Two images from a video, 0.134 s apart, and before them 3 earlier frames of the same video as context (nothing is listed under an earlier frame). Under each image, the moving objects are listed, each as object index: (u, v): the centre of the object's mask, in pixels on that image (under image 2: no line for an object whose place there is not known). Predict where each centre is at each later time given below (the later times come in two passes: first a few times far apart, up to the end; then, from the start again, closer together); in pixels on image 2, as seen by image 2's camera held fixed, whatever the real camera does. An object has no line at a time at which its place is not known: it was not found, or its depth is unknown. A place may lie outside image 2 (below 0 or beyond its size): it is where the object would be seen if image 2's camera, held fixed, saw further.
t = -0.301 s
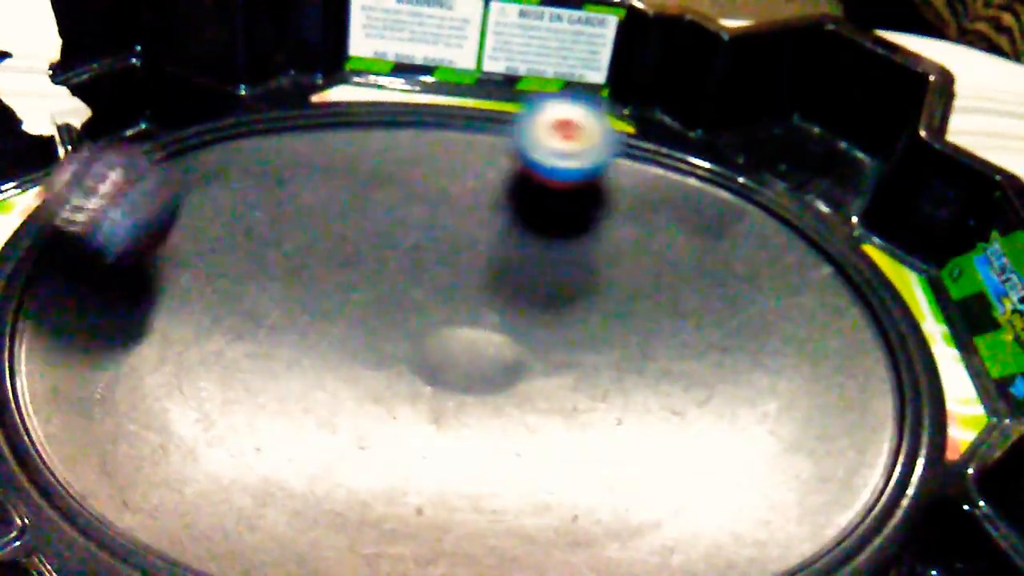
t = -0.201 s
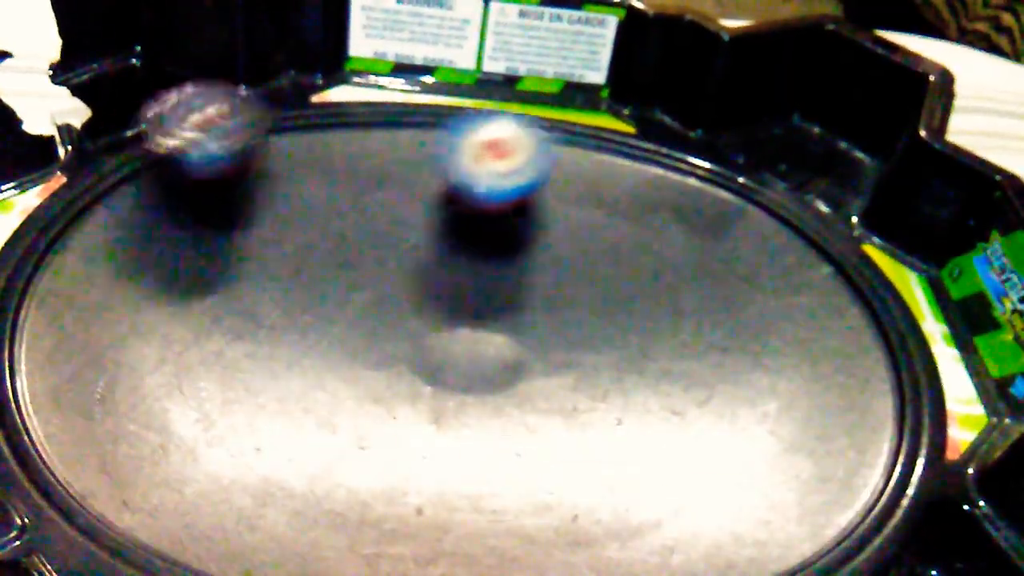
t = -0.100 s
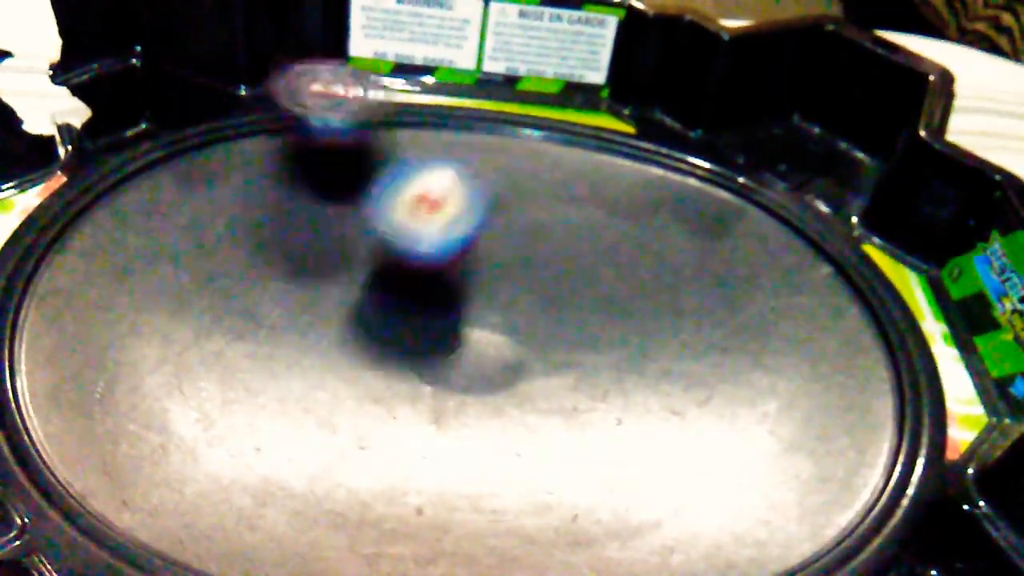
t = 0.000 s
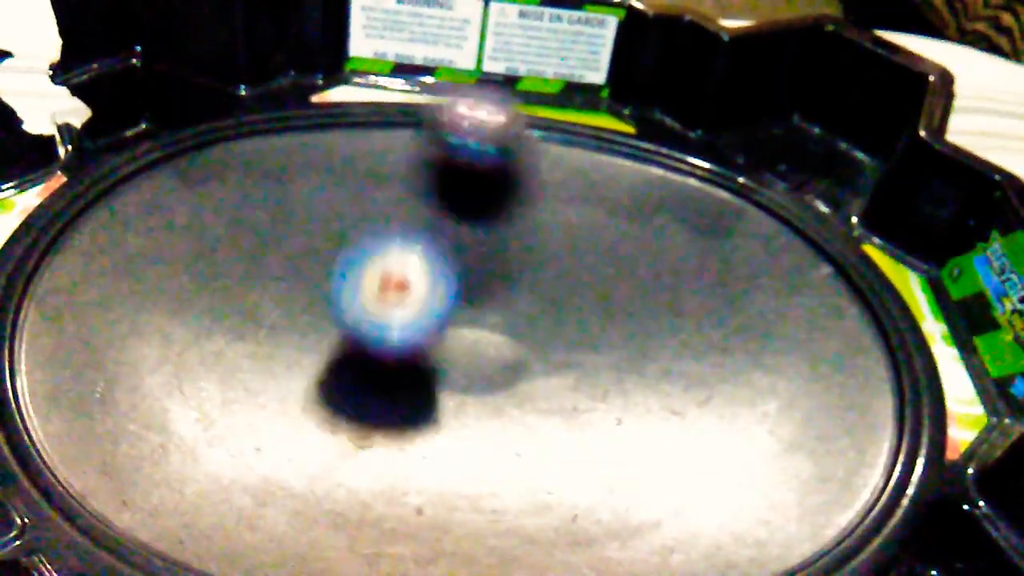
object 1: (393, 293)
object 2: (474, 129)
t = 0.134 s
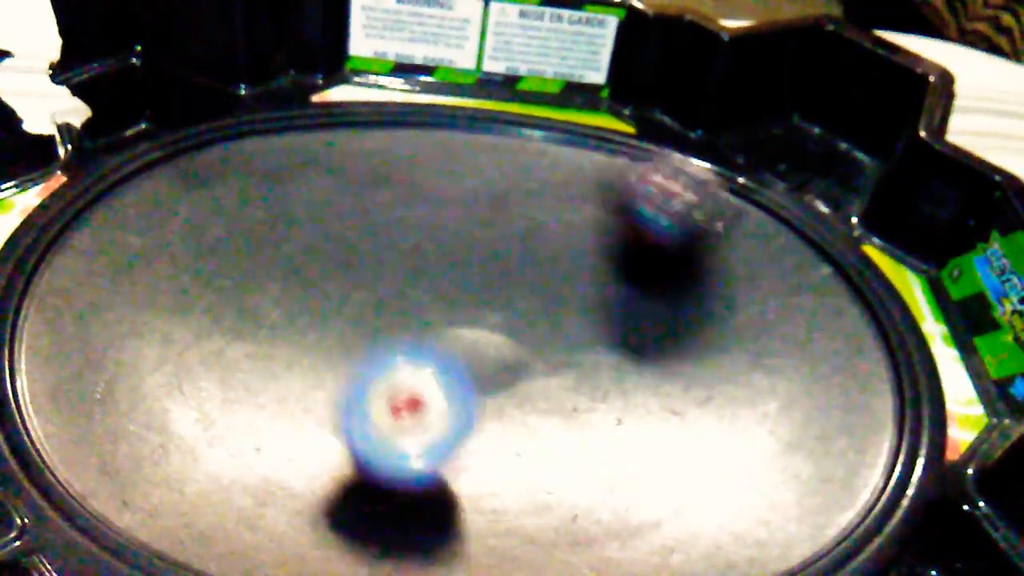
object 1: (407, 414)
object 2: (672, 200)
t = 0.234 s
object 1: (456, 486)
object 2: (777, 286)
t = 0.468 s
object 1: (596, 468)
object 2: (738, 535)
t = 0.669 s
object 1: (521, 292)
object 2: (448, 542)
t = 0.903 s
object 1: (415, 243)
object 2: (225, 357)
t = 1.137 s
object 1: (471, 343)
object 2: (178, 148)
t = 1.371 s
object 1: (613, 410)
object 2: (346, 137)
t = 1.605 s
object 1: (663, 325)
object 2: (541, 267)
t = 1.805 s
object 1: (786, 326)
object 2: (399, 308)
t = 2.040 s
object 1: (673, 300)
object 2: (283, 324)
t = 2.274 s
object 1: (450, 368)
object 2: (267, 344)
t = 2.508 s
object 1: (413, 488)
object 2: (256, 334)
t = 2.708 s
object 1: (502, 475)
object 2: (327, 349)
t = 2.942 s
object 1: (584, 402)
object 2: (392, 384)
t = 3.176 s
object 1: (575, 339)
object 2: (382, 350)
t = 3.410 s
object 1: (647, 263)
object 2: (193, 330)
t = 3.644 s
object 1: (558, 239)
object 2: (163, 290)
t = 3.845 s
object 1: (436, 296)
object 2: (292, 296)
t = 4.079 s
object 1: (779, 344)
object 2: (138, 304)
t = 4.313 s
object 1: (831, 296)
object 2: (200, 338)
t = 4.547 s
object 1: (715, 281)
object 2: (342, 392)
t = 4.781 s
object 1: (538, 332)
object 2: (481, 439)
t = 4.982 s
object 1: (505, 276)
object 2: (440, 520)
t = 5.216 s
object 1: (394, 300)
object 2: (443, 457)
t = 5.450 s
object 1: (344, 339)
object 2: (515, 345)
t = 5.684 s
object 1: (355, 379)
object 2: (614, 281)
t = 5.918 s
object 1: (429, 400)
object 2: (645, 266)
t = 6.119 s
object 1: (501, 375)
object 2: (614, 281)
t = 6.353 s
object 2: (558, 275)
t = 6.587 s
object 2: (541, 247)
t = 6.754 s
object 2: (492, 268)
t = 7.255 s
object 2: (359, 298)
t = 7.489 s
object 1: (433, 412)
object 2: (323, 307)
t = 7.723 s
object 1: (499, 373)
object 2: (320, 341)
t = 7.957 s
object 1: (547, 331)
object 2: (331, 371)
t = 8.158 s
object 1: (539, 297)
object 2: (380, 390)
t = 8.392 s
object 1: (486, 280)
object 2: (453, 397)
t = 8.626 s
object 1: (431, 295)
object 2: (516, 387)
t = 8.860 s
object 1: (385, 324)
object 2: (545, 355)
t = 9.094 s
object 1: (381, 370)
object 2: (546, 317)
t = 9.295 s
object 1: (421, 399)
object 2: (536, 297)
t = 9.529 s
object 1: (486, 391)
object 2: (511, 295)
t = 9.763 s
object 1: (508, 400)
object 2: (481, 286)
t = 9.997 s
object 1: (526, 386)
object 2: (418, 300)
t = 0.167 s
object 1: (419, 439)
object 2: (711, 224)
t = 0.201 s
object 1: (436, 468)
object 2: (748, 253)
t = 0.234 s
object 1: (456, 486)
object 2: (777, 286)
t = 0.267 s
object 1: (476, 498)
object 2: (812, 336)
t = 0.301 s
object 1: (500, 509)
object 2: (837, 383)
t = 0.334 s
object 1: (524, 510)
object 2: (851, 423)
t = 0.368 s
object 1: (547, 510)
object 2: (851, 471)
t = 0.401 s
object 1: (569, 504)
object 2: (831, 503)
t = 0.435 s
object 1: (591, 491)
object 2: (791, 519)
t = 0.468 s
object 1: (596, 468)
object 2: (738, 535)
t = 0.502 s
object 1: (582, 431)
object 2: (690, 549)
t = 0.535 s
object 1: (571, 403)
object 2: (632, 559)
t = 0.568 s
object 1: (560, 372)
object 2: (588, 555)
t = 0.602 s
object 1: (547, 343)
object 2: (540, 553)
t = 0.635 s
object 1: (534, 316)
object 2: (495, 547)
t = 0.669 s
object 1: (521, 292)
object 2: (448, 542)
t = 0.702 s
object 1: (509, 275)
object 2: (400, 534)
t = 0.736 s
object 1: (494, 258)
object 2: (359, 524)
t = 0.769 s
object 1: (481, 248)
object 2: (318, 508)
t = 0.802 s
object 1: (466, 240)
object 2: (283, 479)
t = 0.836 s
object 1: (449, 237)
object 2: (253, 439)
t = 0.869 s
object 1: (432, 237)
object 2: (229, 397)
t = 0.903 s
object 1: (415, 243)
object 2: (225, 357)
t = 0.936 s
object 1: (395, 252)
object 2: (223, 317)
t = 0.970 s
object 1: (374, 264)
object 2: (228, 286)
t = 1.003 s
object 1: (382, 278)
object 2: (213, 250)
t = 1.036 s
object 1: (412, 293)
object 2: (188, 220)
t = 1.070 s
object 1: (435, 311)
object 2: (174, 192)
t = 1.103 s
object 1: (455, 327)
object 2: (173, 168)
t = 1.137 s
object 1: (471, 343)
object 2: (178, 148)
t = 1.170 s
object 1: (488, 359)
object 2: (188, 132)
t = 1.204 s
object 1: (504, 374)
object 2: (206, 117)
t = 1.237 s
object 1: (526, 388)
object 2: (229, 116)
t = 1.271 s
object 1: (548, 398)
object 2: (256, 116)
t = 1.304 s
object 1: (570, 404)
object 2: (289, 117)
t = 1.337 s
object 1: (591, 408)
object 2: (316, 125)
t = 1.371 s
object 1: (613, 410)
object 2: (346, 137)
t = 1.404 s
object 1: (632, 405)
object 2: (376, 149)
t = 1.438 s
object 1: (649, 400)
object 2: (404, 165)
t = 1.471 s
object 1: (663, 388)
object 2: (439, 182)
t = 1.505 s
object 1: (672, 376)
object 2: (467, 202)
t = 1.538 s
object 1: (672, 359)
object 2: (489, 221)
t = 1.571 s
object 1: (668, 342)
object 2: (517, 245)
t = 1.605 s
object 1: (663, 325)
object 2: (541, 267)
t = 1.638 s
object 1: (692, 326)
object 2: (529, 278)
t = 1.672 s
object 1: (729, 330)
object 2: (503, 284)
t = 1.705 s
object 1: (753, 333)
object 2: (476, 291)
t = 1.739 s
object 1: (772, 333)
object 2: (451, 295)
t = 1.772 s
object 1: (782, 331)
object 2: (427, 301)
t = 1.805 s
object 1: (786, 326)
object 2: (399, 308)
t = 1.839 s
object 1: (784, 321)
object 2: (375, 315)
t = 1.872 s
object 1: (776, 315)
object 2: (356, 317)
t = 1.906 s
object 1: (765, 309)
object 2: (337, 320)
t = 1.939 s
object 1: (748, 305)
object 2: (320, 321)
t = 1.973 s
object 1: (728, 301)
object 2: (307, 321)
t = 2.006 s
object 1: (703, 299)
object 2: (294, 322)
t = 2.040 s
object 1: (673, 300)
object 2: (283, 324)
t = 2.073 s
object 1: (642, 304)
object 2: (275, 326)
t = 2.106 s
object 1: (613, 309)
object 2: (268, 328)
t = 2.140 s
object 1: (578, 318)
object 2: (263, 330)
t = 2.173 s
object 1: (547, 329)
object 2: (262, 333)
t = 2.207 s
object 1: (511, 342)
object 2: (261, 336)
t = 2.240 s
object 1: (480, 353)
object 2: (264, 339)
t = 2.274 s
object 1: (450, 368)
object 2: (267, 344)
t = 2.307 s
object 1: (417, 384)
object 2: (272, 348)
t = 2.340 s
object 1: (404, 405)
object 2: (265, 347)
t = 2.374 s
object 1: (401, 426)
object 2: (256, 344)
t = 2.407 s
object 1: (398, 449)
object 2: (250, 341)
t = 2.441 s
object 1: (399, 466)
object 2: (249, 338)
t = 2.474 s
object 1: (405, 478)
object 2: (251, 336)
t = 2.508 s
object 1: (413, 488)
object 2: (256, 334)
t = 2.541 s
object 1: (425, 494)
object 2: (263, 334)
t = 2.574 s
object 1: (440, 496)
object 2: (273, 335)
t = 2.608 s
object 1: (456, 494)
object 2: (283, 338)
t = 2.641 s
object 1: (472, 490)
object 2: (297, 340)
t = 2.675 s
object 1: (489, 484)
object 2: (312, 344)
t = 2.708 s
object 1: (502, 475)
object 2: (327, 349)
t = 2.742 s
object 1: (515, 467)
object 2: (342, 353)
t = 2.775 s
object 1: (527, 455)
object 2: (358, 360)
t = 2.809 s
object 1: (537, 442)
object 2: (372, 366)
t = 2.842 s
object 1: (544, 430)
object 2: (386, 375)
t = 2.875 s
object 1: (547, 418)
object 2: (399, 381)
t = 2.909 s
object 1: (557, 407)
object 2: (405, 386)
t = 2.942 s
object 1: (584, 402)
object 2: (392, 384)
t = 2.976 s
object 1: (605, 397)
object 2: (381, 381)
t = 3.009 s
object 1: (618, 390)
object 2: (373, 377)
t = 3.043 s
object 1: (622, 381)
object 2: (369, 372)
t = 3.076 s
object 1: (620, 371)
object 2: (368, 367)
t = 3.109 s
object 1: (610, 360)
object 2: (370, 361)
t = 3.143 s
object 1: (595, 349)
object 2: (375, 354)
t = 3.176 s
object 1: (575, 339)
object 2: (382, 350)
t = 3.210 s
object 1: (552, 330)
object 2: (392, 348)
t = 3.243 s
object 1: (537, 323)
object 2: (394, 345)
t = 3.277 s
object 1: (569, 309)
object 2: (344, 341)
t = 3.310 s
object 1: (600, 295)
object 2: (300, 340)
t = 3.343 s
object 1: (623, 282)
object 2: (253, 338)
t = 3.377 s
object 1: (639, 272)
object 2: (218, 335)
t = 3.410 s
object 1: (647, 263)
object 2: (193, 330)
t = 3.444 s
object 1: (650, 256)
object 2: (175, 323)
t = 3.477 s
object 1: (648, 250)
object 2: (160, 317)
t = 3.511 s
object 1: (639, 244)
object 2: (152, 310)
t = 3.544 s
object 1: (625, 242)
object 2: (148, 304)
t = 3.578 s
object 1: (606, 240)
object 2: (149, 298)
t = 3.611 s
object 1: (582, 238)
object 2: (154, 294)
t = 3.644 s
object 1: (558, 239)
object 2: (163, 290)
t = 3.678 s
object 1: (531, 242)
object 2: (177, 287)
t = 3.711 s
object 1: (506, 249)
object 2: (195, 286)
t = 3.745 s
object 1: (484, 259)
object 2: (214, 285)
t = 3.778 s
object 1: (465, 270)
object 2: (238, 287)
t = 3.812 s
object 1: (449, 282)
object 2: (263, 290)
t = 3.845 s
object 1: (436, 296)
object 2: (292, 296)
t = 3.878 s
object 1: (471, 312)
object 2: (273, 299)
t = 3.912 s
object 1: (540, 325)
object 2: (235, 300)
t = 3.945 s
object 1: (596, 332)
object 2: (202, 301)
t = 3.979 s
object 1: (653, 340)
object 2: (175, 304)
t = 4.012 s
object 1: (697, 345)
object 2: (156, 304)
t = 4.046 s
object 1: (746, 346)
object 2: (144, 303)
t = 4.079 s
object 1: (779, 344)
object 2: (138, 304)
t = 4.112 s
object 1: (809, 340)
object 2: (136, 307)
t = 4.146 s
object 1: (825, 335)
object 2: (139, 310)
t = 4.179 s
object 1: (838, 328)
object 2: (146, 313)
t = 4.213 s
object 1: (841, 320)
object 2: (155, 318)
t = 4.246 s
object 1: (842, 313)
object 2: (169, 324)
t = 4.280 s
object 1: (838, 304)
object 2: (184, 331)
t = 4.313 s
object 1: (831, 296)
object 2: (200, 338)
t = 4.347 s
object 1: (822, 289)
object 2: (218, 346)
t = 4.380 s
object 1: (812, 283)
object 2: (236, 352)
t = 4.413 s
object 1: (800, 278)
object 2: (256, 360)
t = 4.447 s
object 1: (780, 275)
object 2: (276, 367)
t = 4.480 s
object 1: (760, 276)
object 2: (297, 376)
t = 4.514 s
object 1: (738, 277)
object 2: (318, 384)
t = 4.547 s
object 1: (715, 281)
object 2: (342, 392)
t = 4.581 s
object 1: (689, 286)
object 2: (364, 400)
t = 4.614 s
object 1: (664, 292)
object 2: (386, 407)
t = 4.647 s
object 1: (638, 299)
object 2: (407, 415)
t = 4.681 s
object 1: (613, 306)
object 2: (428, 421)
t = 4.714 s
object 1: (586, 316)
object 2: (448, 424)
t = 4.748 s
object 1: (560, 328)
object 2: (469, 427)
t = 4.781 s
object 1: (538, 332)
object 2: (481, 439)
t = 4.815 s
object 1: (533, 315)
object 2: (476, 466)
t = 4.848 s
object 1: (530, 301)
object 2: (469, 493)
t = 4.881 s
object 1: (526, 290)
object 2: (460, 509)
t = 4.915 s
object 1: (521, 283)
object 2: (453, 516)
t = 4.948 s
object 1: (514, 278)
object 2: (446, 519)
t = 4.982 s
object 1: (505, 276)
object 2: (440, 520)
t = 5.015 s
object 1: (490, 276)
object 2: (435, 519)
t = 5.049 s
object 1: (474, 279)
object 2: (433, 516)
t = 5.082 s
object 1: (455, 283)
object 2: (432, 511)
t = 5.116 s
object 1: (436, 287)
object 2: (432, 502)
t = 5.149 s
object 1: (422, 292)
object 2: (434, 489)
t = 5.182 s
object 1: (407, 296)
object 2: (438, 473)
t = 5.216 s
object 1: (394, 300)
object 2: (443, 457)
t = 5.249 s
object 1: (384, 304)
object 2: (450, 441)
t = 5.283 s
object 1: (373, 309)
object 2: (456, 424)
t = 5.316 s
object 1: (364, 315)
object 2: (466, 401)
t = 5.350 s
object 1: (356, 321)
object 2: (473, 386)
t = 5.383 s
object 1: (351, 327)
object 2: (486, 371)
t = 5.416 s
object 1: (346, 333)
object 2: (498, 359)
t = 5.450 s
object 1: (344, 339)
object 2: (515, 345)
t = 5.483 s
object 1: (342, 345)
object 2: (530, 332)
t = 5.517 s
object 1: (342, 351)
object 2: (548, 319)
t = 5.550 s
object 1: (342, 357)
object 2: (563, 311)
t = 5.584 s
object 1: (343, 363)
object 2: (579, 299)
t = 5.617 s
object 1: (346, 368)
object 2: (592, 292)
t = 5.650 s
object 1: (350, 374)
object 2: (603, 286)
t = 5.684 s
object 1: (355, 379)
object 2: (614, 281)
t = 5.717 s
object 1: (361, 384)
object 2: (621, 277)
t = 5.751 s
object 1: (370, 389)
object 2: (630, 271)
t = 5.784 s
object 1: (380, 392)
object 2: (636, 269)
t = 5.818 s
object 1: (391, 396)
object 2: (641, 267)
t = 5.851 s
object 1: (403, 398)
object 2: (644, 266)
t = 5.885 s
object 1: (415, 399)
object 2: (645, 266)
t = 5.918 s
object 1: (429, 400)
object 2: (645, 266)
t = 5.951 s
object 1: (442, 400)
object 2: (643, 267)
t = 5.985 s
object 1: (458, 393)
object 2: (641, 268)
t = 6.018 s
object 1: (468, 391)
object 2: (636, 270)
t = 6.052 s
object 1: (480, 387)
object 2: (630, 275)
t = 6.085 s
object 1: (491, 381)
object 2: (623, 278)
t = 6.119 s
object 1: (501, 375)
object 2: (614, 281)
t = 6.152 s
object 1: (512, 369)
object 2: (603, 286)
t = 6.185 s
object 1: (518, 364)
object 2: (592, 288)
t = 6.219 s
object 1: (514, 363)
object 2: (584, 284)
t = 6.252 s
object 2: (579, 283)
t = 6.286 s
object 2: (571, 281)
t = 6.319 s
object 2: (562, 281)
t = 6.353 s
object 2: (558, 275)
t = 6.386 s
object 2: (559, 263)
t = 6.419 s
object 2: (560, 254)
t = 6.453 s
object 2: (559, 250)
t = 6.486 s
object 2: (557, 248)
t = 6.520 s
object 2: (554, 246)
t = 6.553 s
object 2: (548, 246)
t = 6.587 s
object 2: (541, 247)
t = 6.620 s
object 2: (534, 250)
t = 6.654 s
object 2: (525, 253)
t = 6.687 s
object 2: (514, 259)
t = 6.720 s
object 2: (504, 262)
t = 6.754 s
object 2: (492, 268)
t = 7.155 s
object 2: (380, 281)
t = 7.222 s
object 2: (367, 293)
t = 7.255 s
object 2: (359, 298)
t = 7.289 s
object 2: (353, 302)
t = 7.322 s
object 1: (386, 407)
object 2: (343, 306)
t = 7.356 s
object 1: (396, 409)
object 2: (334, 307)
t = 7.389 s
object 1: (405, 412)
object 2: (328, 305)
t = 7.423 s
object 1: (415, 414)
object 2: (324, 305)
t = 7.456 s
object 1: (423, 414)
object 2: (323, 304)
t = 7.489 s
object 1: (433, 412)
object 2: (323, 307)
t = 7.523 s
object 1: (441, 407)
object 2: (326, 310)
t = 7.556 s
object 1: (447, 403)
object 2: (329, 316)
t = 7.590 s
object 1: (456, 393)
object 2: (333, 322)
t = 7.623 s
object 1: (461, 388)
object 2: (337, 330)
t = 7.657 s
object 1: (472, 382)
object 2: (336, 336)
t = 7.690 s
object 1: (488, 378)
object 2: (327, 338)
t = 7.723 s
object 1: (499, 373)
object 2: (320, 341)
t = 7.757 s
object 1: (512, 369)
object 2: (316, 344)
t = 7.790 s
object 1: (521, 364)
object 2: (315, 349)
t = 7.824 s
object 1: (529, 358)
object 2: (315, 353)
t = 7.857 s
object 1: (535, 352)
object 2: (317, 358)
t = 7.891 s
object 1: (540, 346)
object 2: (321, 362)
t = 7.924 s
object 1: (545, 339)
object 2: (325, 367)
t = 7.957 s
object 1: (547, 331)
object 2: (331, 371)
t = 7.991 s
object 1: (548, 325)
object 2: (336, 375)
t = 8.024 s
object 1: (549, 318)
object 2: (343, 379)
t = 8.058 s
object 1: (549, 312)
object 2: (351, 383)
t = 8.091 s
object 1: (547, 307)
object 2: (361, 385)
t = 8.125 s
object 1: (543, 302)
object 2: (370, 388)
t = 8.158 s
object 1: (539, 297)
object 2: (380, 390)
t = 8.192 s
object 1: (533, 292)
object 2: (389, 393)
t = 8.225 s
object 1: (526, 288)
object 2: (400, 396)
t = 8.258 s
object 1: (519, 286)
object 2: (409, 397)
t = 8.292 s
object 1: (511, 283)
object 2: (420, 398)
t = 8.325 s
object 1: (503, 282)
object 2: (431, 399)
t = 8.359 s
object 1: (495, 281)
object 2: (442, 398)
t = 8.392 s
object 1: (486, 280)
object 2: (453, 397)
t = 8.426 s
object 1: (477, 280)
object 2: (461, 395)
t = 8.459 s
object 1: (469, 281)
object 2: (471, 394)
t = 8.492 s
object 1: (460, 283)
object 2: (482, 394)
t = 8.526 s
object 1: (451, 286)
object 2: (493, 392)
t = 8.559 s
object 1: (443, 289)
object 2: (502, 391)
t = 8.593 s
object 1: (437, 293)
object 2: (509, 389)
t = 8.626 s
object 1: (431, 295)
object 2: (516, 387)
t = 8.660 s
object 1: (424, 298)
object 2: (522, 382)
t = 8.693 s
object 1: (417, 300)
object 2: (527, 379)
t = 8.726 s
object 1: (410, 303)
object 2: (532, 375)
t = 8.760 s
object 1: (404, 307)
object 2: (536, 370)
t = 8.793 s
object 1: (397, 311)
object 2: (539, 365)
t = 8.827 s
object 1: (391, 317)
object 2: (542, 360)
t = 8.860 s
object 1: (385, 324)
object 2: (545, 355)
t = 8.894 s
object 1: (381, 330)
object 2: (546, 349)
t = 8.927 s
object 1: (378, 337)
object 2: (545, 344)
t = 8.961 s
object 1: (376, 343)
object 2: (545, 339)
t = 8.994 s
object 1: (376, 349)
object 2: (546, 332)
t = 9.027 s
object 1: (377, 357)
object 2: (546, 328)
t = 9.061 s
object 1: (378, 364)
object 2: (546, 322)
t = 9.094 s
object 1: (381, 370)
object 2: (546, 317)
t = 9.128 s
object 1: (385, 378)
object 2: (546, 313)
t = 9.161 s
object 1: (390, 383)
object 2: (545, 308)
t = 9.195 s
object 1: (397, 388)
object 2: (544, 305)
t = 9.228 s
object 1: (403, 393)
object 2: (542, 302)
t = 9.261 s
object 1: (412, 397)
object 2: (539, 299)
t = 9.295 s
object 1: (421, 399)
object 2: (536, 297)
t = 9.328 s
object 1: (430, 401)
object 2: (532, 295)
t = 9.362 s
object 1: (441, 402)
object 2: (528, 295)
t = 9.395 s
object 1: (451, 402)
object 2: (525, 295)
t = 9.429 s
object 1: (461, 399)
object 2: (523, 295)
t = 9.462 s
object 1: (472, 398)
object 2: (519, 296)
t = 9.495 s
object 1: (481, 394)
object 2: (516, 295)
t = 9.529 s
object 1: (486, 391)
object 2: (511, 295)
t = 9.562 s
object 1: (490, 395)
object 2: (504, 291)
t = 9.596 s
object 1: (491, 398)
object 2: (500, 288)
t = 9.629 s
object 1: (493, 400)
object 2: (496, 285)
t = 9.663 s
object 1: (498, 402)
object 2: (493, 285)
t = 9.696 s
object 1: (503, 403)
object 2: (490, 284)
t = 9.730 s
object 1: (507, 403)
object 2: (485, 285)
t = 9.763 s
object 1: (508, 400)
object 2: (481, 286)
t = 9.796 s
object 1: (510, 396)
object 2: (475, 288)
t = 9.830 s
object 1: (512, 393)
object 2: (469, 291)
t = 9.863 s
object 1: (513, 389)
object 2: (460, 294)
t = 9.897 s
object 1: (516, 386)
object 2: (449, 297)
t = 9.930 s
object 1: (521, 387)
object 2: (438, 298)
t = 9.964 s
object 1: (524, 387)
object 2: (428, 299)
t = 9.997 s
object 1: (526, 386)
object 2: (418, 300)
